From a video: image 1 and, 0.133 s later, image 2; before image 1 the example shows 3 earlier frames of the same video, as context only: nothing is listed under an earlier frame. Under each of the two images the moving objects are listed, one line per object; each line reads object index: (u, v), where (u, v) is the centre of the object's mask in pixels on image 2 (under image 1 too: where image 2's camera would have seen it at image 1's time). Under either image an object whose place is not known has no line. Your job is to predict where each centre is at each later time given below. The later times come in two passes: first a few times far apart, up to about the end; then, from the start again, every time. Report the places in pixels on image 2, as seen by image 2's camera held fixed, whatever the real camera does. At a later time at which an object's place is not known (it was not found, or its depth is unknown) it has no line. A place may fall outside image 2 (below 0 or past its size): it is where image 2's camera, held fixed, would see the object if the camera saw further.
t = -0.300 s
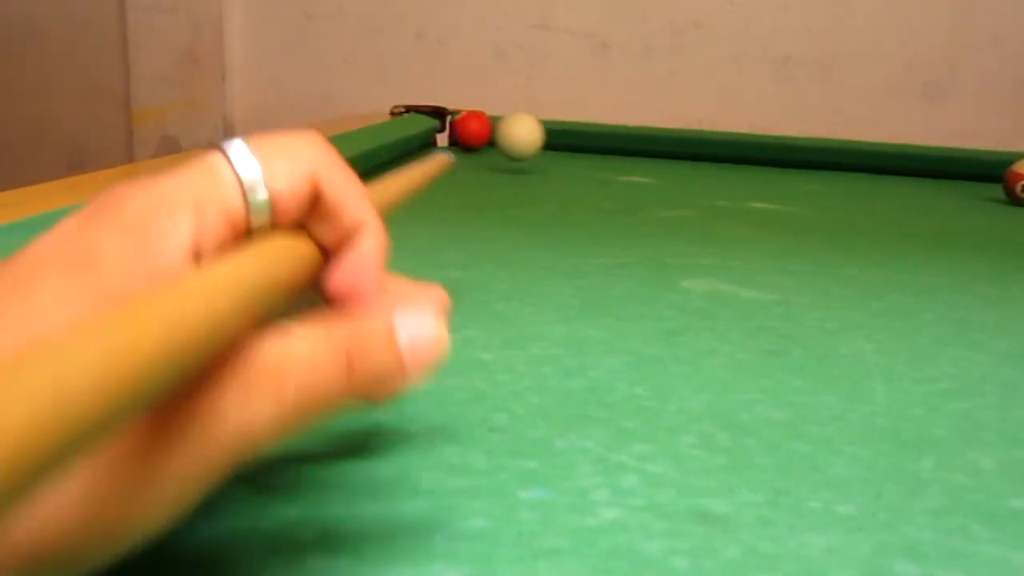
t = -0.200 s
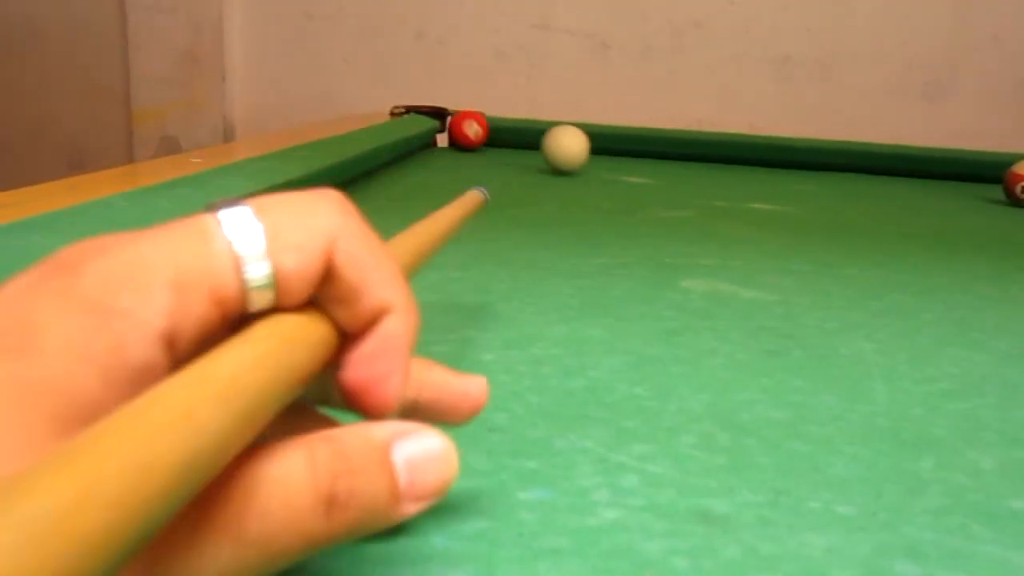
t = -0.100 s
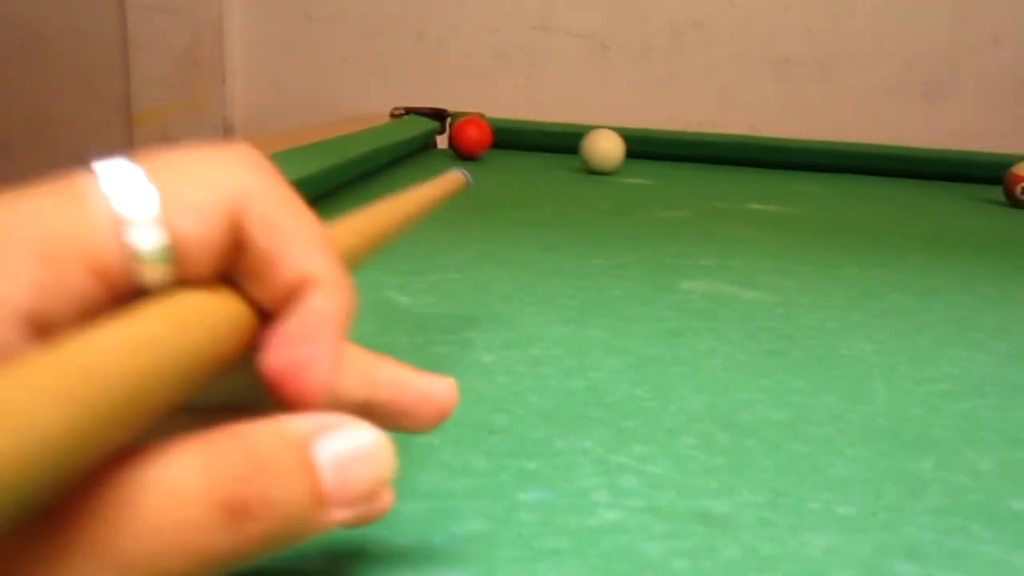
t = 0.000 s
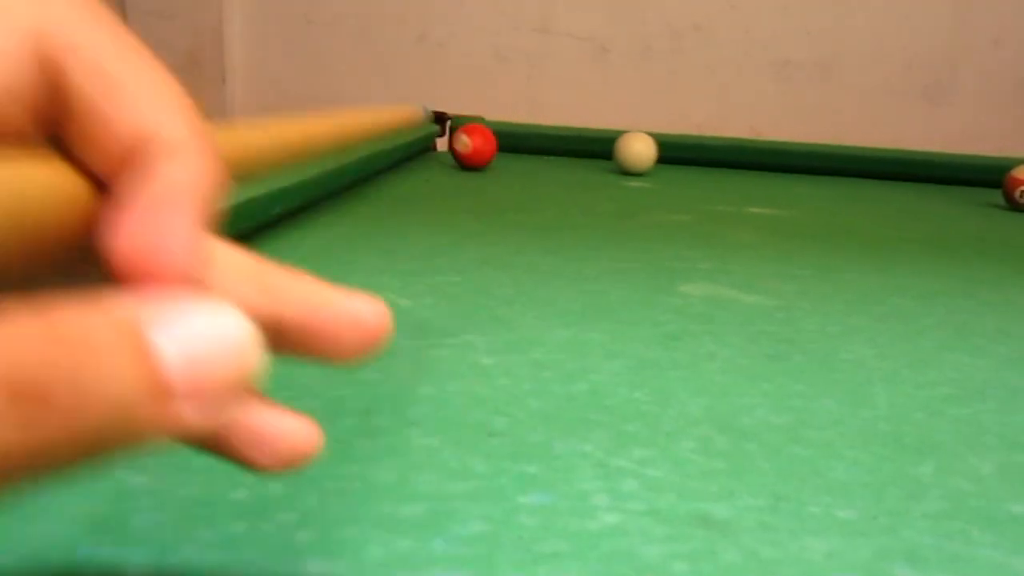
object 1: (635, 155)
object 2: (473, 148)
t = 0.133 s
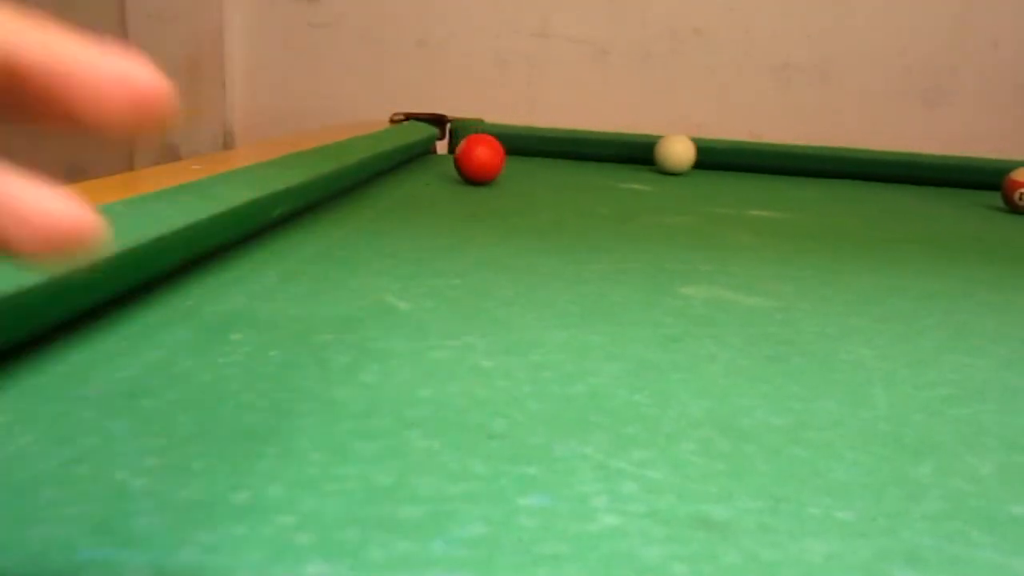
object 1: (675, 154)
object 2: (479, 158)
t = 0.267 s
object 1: (715, 154)
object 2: (488, 170)
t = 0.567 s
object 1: (825, 167)
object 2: (516, 207)
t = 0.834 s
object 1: (928, 178)
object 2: (561, 266)
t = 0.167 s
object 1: (684, 153)
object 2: (481, 161)
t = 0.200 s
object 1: (693, 153)
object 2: (483, 164)
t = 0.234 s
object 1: (703, 153)
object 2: (485, 167)
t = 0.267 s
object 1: (715, 154)
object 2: (488, 170)
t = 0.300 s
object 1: (727, 156)
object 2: (490, 173)
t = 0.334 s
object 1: (739, 157)
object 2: (492, 176)
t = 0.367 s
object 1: (751, 158)
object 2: (495, 180)
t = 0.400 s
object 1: (763, 159)
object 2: (498, 184)
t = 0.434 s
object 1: (775, 161)
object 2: (501, 188)
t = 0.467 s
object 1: (787, 162)
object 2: (504, 192)
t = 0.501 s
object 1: (800, 164)
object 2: (508, 197)
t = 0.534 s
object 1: (812, 165)
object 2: (512, 202)
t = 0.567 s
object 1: (825, 167)
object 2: (516, 207)
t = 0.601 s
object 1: (838, 168)
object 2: (520, 213)
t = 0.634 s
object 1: (850, 170)
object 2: (525, 219)
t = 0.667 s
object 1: (863, 171)
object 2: (530, 225)
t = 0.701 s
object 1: (876, 172)
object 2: (535, 232)
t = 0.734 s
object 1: (889, 174)
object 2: (541, 240)
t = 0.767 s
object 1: (902, 175)
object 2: (547, 248)
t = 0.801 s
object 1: (915, 177)
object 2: (554, 257)
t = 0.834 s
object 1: (928, 178)
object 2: (561, 266)
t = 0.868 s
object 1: (941, 180)
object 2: (569, 277)
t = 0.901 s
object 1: (954, 181)
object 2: (579, 289)
